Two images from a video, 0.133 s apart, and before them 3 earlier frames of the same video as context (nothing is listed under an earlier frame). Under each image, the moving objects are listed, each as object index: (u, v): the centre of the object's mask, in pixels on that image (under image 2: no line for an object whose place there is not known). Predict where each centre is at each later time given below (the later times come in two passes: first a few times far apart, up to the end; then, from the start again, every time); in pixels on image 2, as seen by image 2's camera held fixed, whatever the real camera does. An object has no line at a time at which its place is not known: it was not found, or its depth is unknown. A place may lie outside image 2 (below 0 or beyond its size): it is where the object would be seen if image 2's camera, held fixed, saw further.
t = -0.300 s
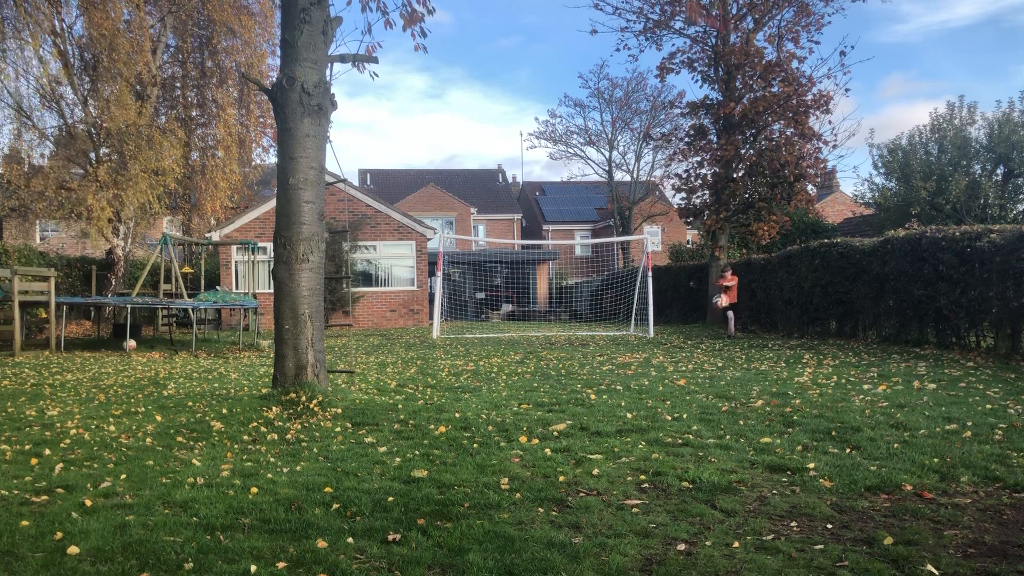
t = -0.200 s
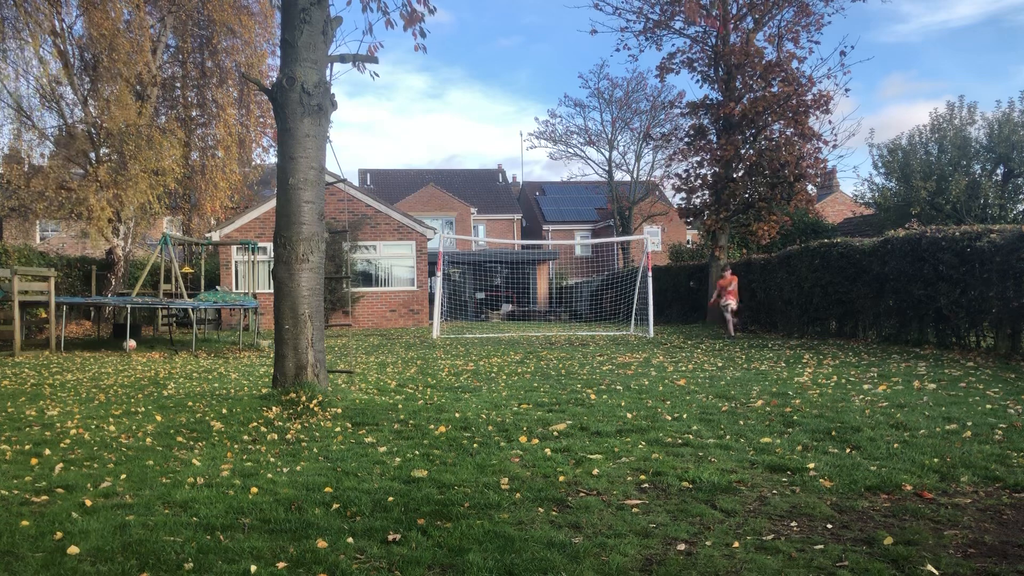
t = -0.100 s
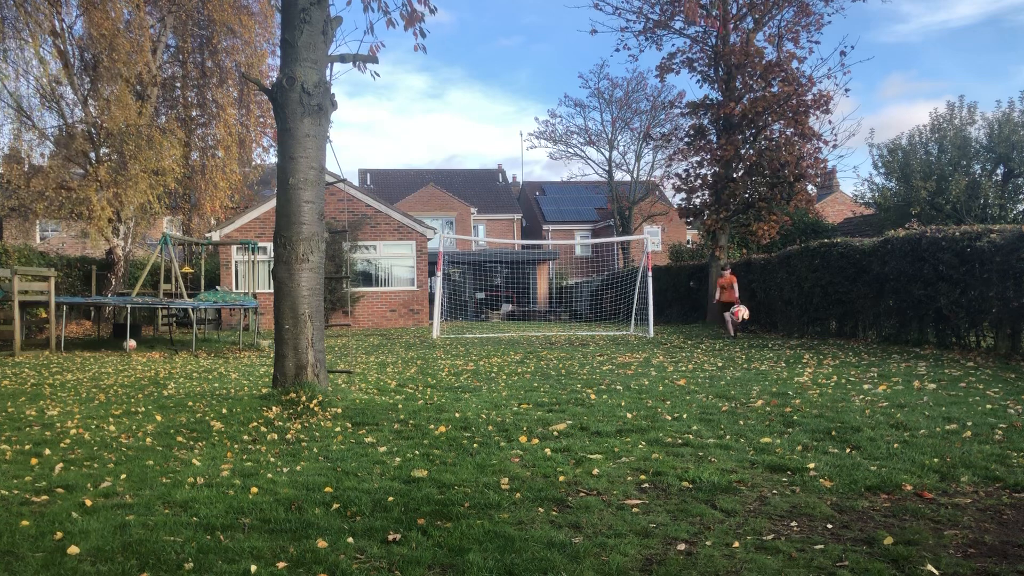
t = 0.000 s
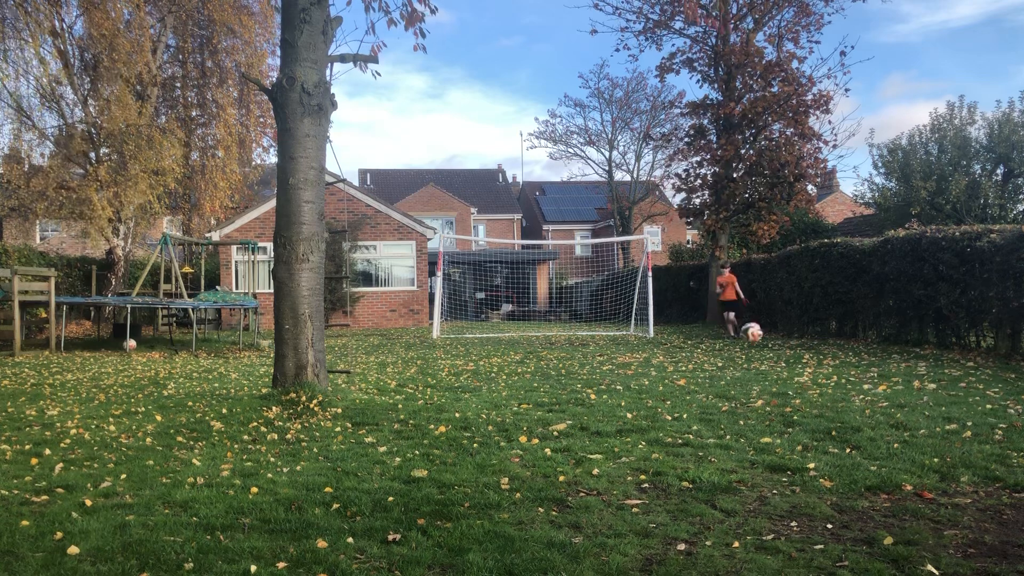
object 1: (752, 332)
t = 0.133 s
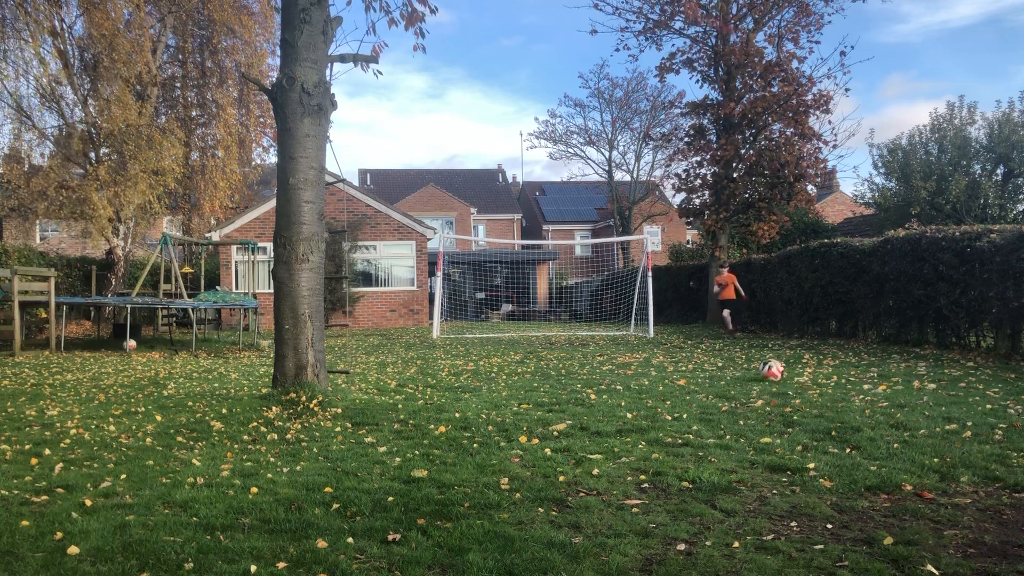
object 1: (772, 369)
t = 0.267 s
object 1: (786, 358)
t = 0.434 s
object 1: (818, 383)
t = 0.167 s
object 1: (775, 366)
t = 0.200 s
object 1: (779, 363)
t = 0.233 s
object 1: (782, 360)
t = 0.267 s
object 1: (786, 358)
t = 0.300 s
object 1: (796, 360)
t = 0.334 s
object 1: (801, 363)
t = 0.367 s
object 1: (807, 368)
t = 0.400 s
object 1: (812, 374)
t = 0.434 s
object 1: (818, 383)
